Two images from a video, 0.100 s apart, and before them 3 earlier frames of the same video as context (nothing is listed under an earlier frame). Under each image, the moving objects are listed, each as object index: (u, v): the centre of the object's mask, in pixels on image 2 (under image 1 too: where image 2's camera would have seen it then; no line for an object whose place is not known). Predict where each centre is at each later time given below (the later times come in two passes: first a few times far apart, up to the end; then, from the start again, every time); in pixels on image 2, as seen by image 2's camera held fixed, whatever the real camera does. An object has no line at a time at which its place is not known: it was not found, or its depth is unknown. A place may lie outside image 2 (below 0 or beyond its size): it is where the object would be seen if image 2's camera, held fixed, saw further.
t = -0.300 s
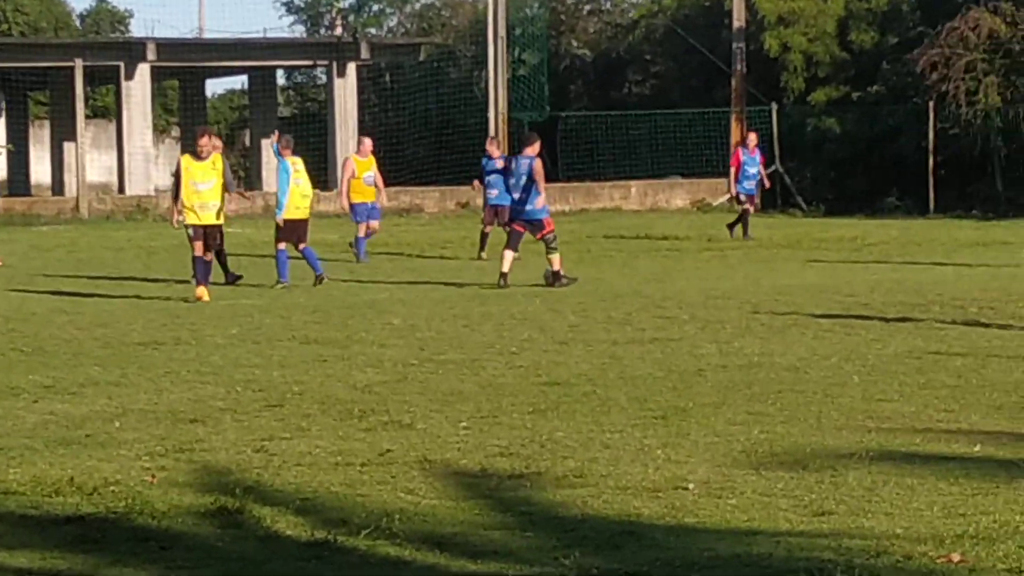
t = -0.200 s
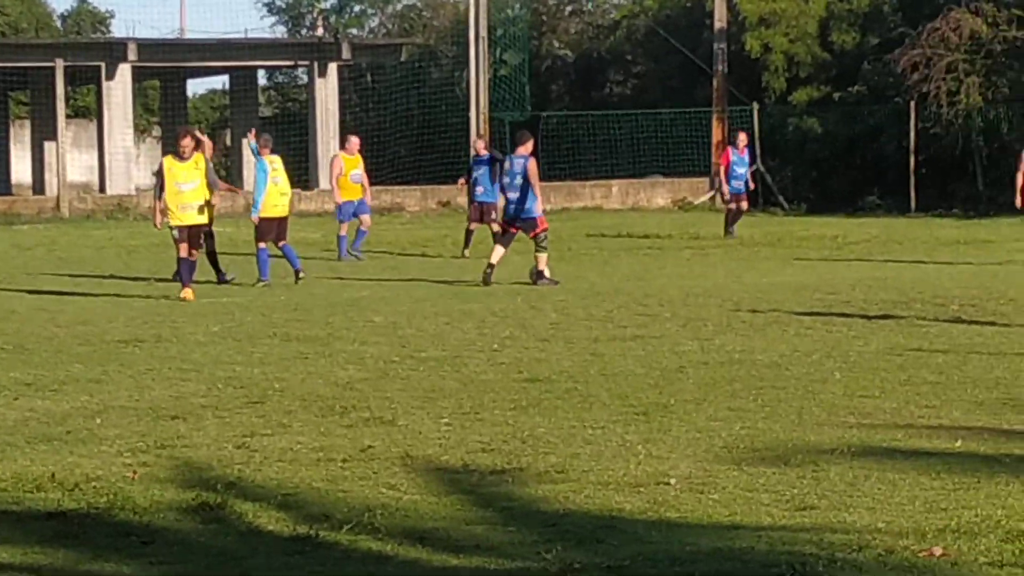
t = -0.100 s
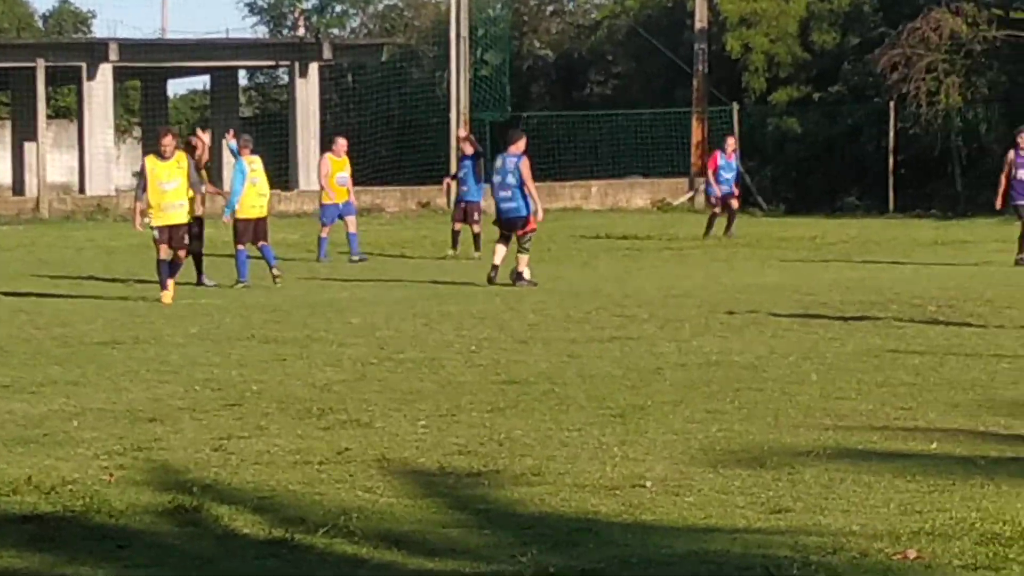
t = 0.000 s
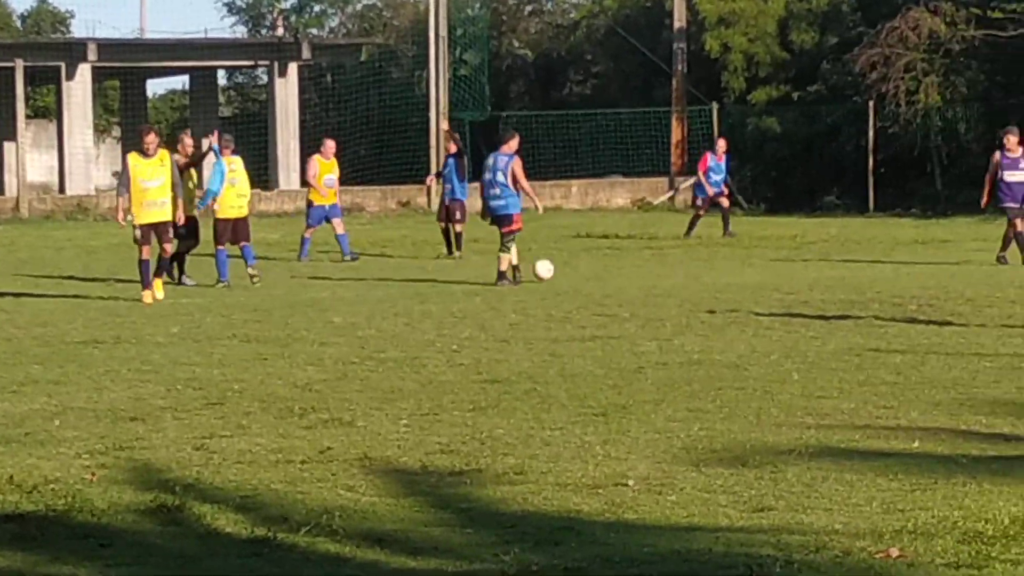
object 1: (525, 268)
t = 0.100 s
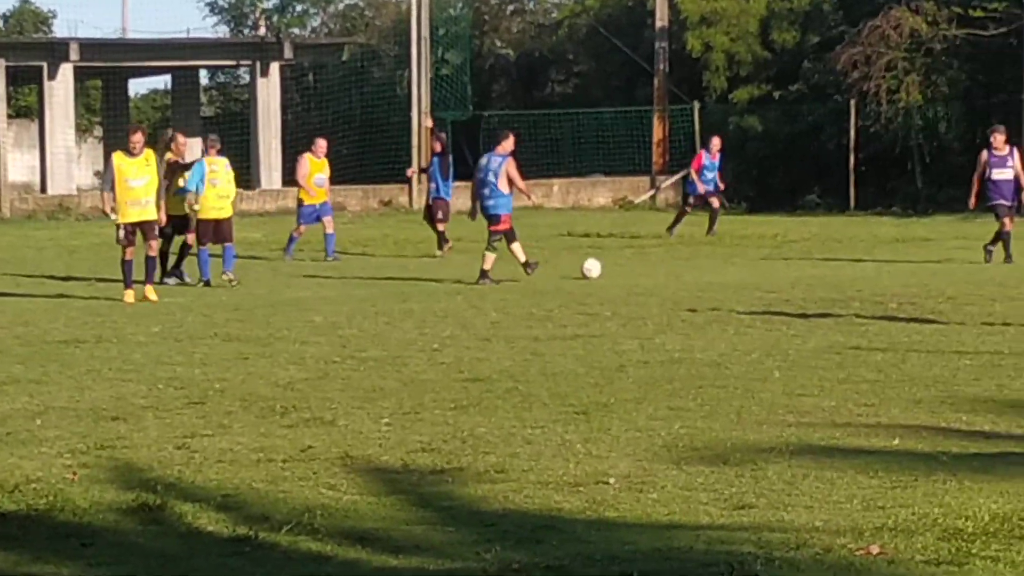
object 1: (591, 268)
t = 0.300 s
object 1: (702, 266)
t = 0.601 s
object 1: (833, 261)
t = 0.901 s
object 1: (932, 255)
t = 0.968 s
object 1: (952, 252)
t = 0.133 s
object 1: (611, 268)
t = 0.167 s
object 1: (630, 266)
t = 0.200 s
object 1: (649, 266)
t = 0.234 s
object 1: (667, 266)
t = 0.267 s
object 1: (686, 266)
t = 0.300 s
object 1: (702, 266)
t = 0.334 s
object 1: (718, 264)
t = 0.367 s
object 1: (735, 264)
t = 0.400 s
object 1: (751, 264)
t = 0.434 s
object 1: (765, 263)
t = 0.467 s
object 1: (780, 261)
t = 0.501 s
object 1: (793, 261)
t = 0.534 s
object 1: (807, 261)
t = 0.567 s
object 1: (820, 261)
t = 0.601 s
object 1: (833, 261)
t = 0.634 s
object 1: (844, 260)
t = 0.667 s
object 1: (856, 259)
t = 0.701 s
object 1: (867, 259)
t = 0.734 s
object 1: (879, 259)
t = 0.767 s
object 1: (890, 259)
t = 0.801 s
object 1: (900, 257)
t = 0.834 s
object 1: (911, 256)
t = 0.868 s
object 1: (922, 256)
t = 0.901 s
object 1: (932, 255)
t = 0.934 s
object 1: (942, 252)
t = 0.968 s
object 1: (952, 252)
